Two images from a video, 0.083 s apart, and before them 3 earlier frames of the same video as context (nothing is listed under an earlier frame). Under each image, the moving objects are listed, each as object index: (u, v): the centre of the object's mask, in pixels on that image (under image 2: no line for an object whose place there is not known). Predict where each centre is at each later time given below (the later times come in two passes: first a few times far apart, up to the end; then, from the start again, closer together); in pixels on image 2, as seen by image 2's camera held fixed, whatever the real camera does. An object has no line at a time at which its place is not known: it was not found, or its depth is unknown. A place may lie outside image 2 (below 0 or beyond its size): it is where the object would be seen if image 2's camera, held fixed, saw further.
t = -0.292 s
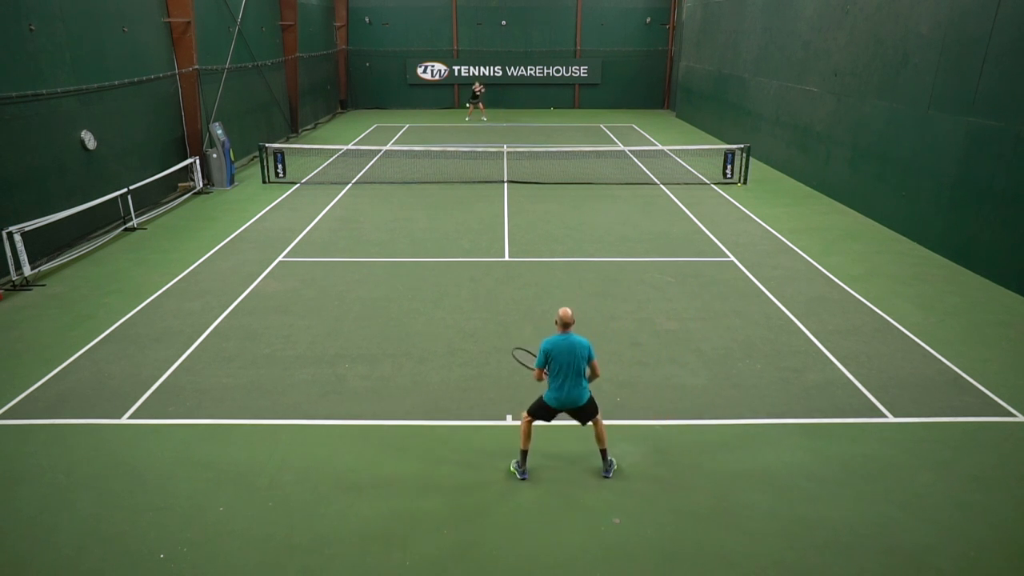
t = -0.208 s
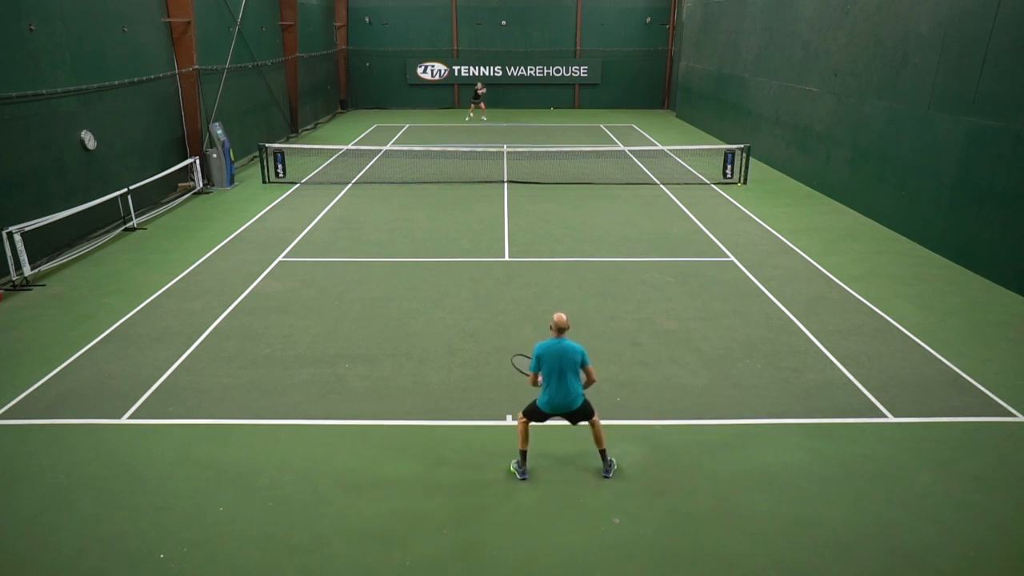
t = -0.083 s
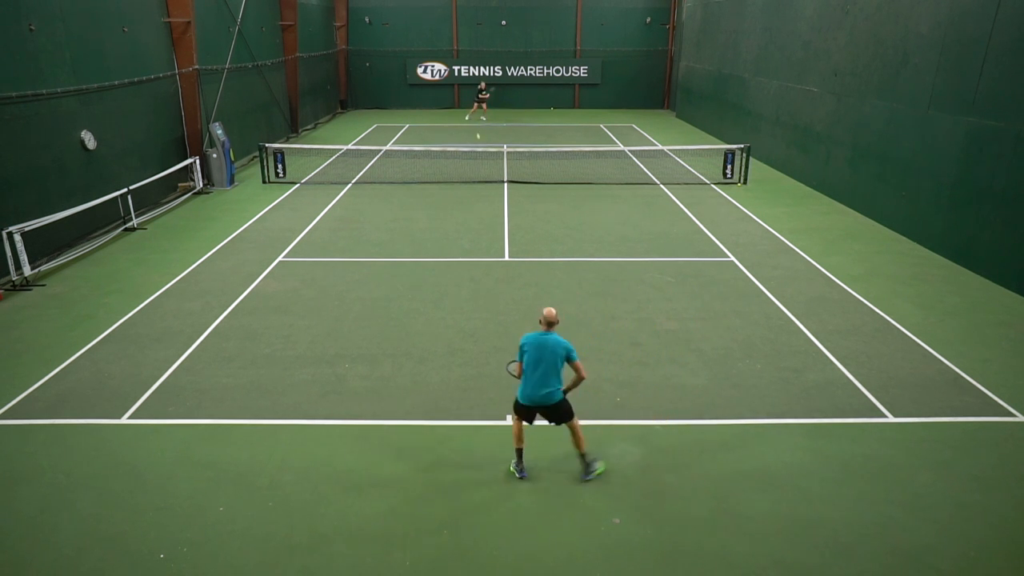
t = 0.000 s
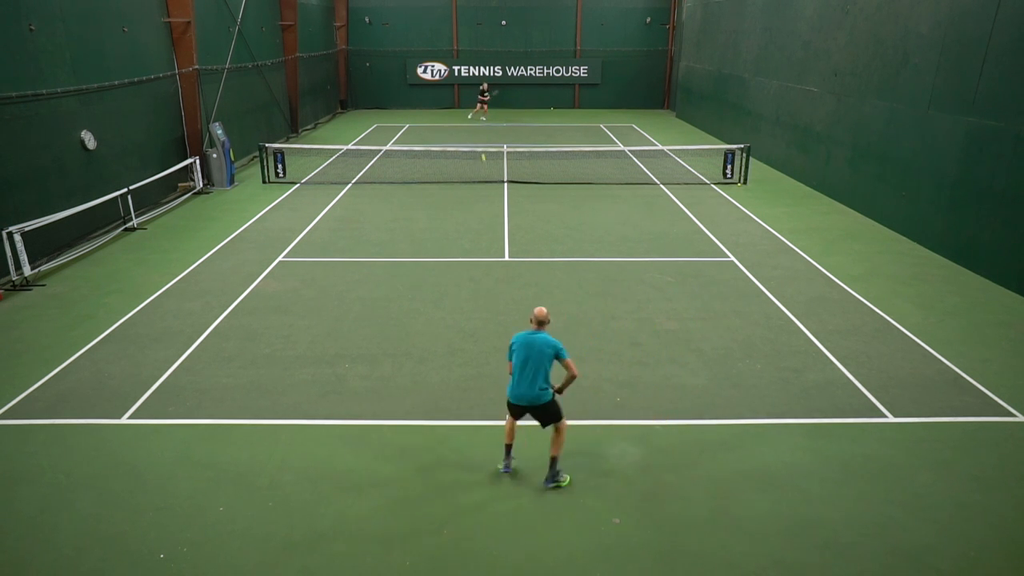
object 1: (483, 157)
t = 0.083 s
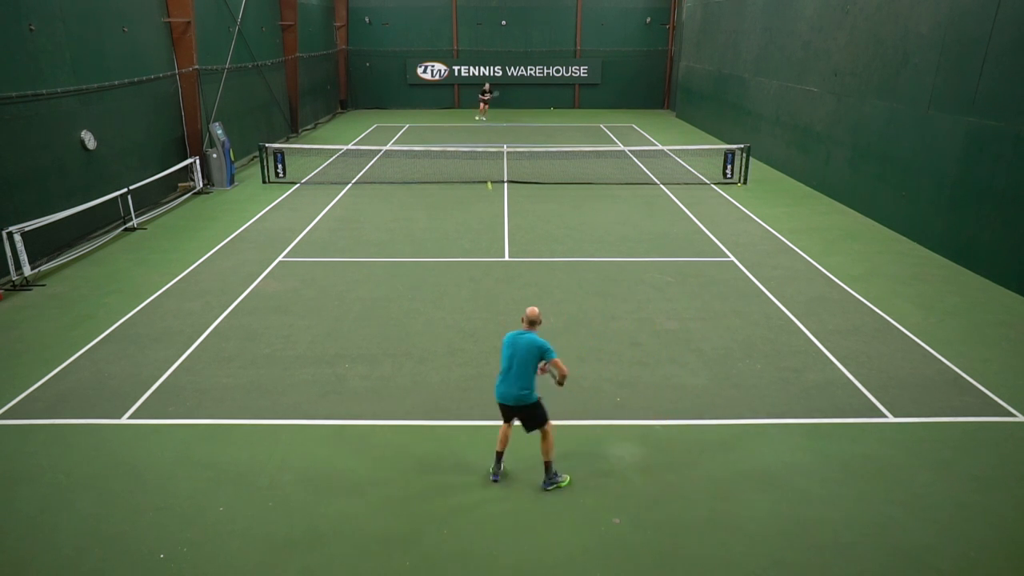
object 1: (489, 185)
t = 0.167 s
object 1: (496, 222)
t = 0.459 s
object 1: (521, 276)
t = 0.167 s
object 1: (496, 222)
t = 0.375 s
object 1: (513, 265)
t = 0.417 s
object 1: (517, 269)
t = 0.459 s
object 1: (521, 276)
